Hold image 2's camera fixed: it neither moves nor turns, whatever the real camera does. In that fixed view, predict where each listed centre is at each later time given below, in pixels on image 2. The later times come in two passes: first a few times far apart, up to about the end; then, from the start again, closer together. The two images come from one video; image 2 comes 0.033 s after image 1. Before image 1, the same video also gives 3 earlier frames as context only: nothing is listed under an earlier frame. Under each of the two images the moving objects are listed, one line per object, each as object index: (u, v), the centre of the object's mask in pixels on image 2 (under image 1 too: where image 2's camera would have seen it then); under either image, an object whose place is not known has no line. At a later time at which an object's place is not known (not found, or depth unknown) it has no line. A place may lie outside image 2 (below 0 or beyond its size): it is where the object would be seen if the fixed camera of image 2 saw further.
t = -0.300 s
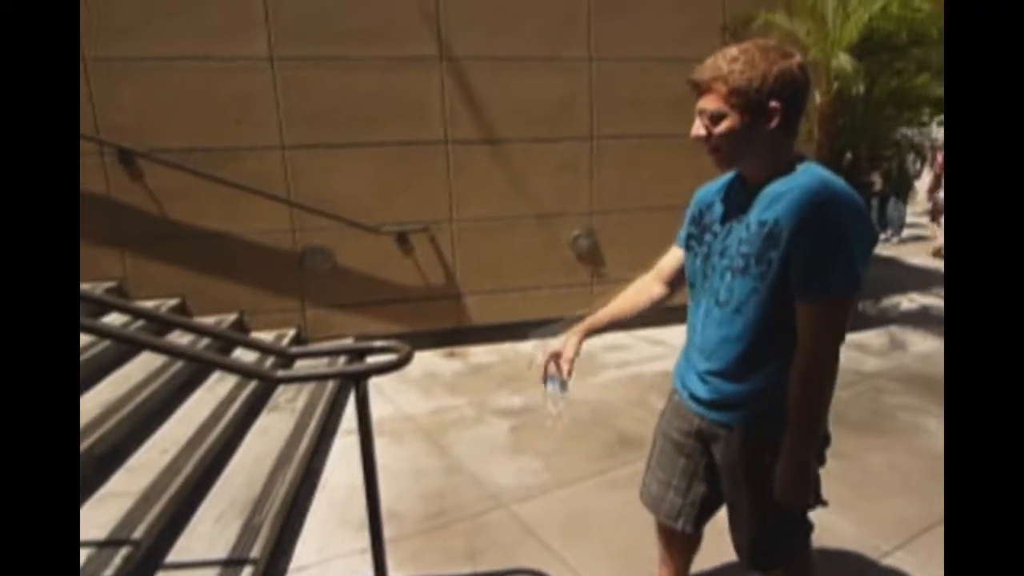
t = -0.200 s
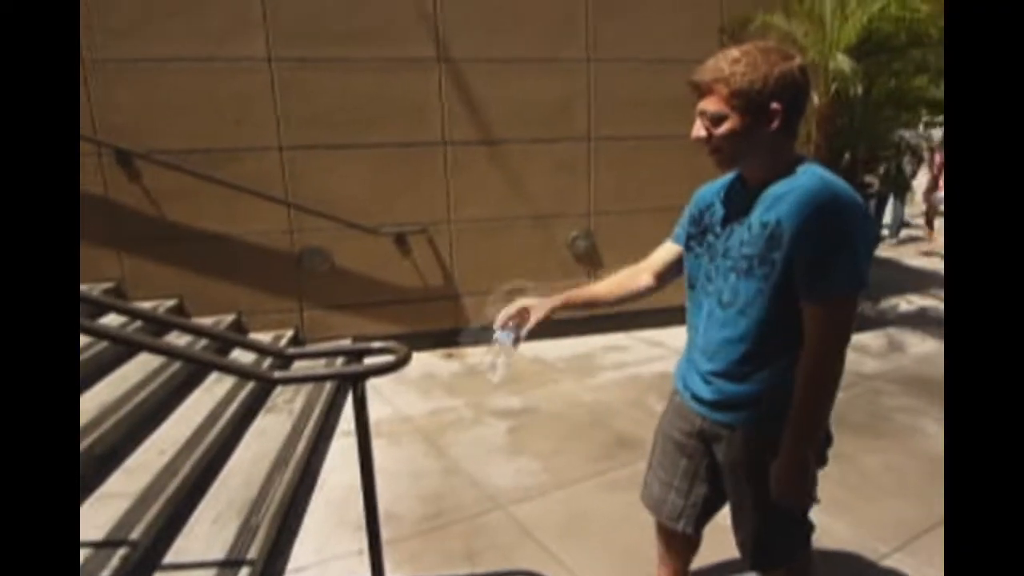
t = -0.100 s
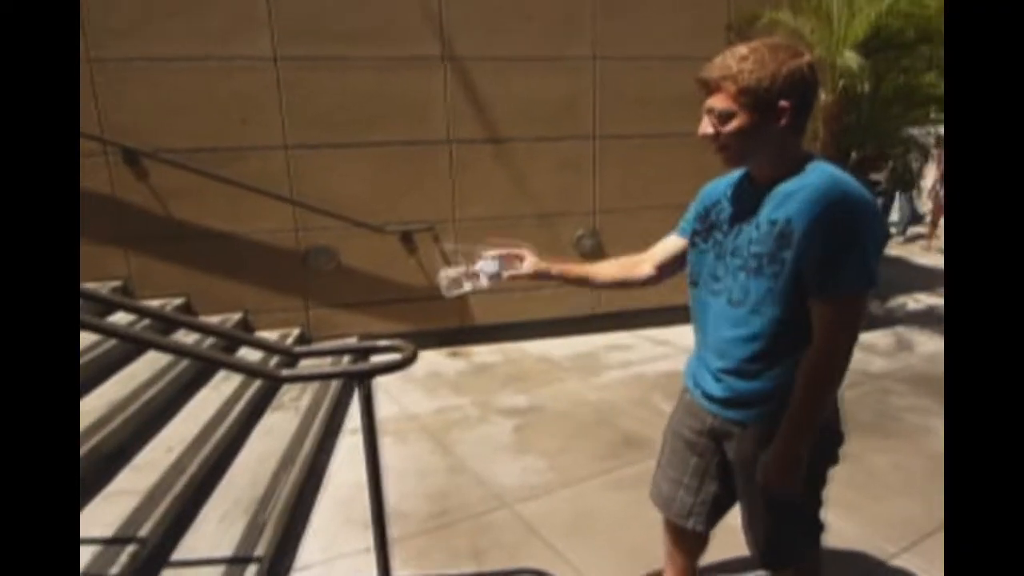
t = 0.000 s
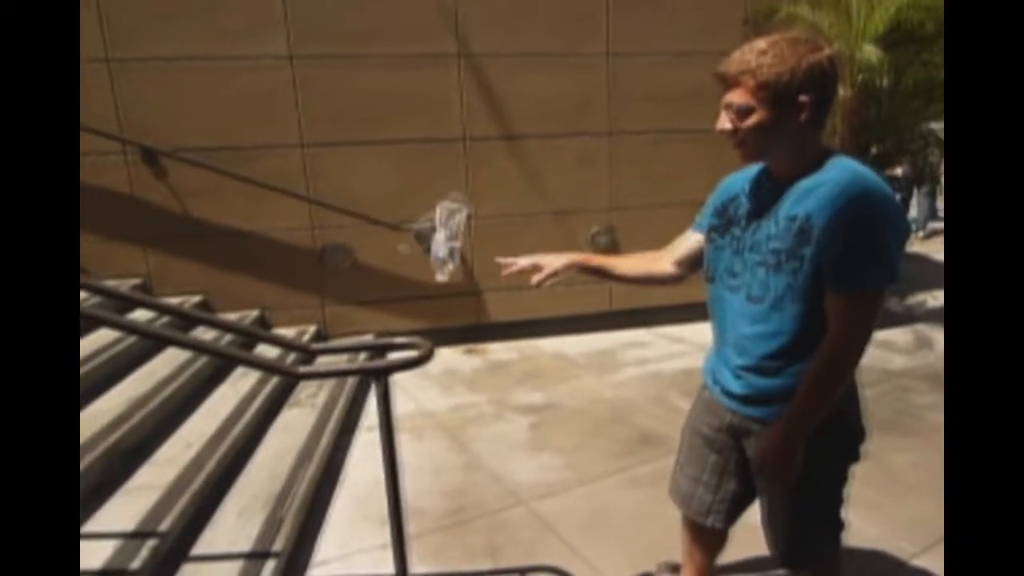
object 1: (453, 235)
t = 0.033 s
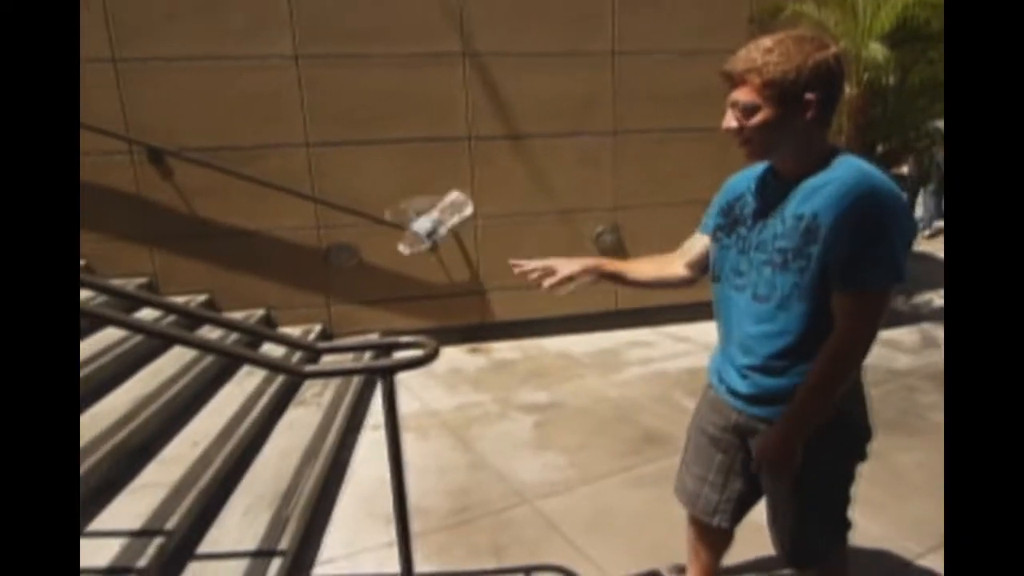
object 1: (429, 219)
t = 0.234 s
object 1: (413, 240)
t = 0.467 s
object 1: (427, 331)
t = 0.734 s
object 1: (426, 331)
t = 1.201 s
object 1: (425, 331)
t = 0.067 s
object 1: (423, 207)
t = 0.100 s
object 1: (424, 203)
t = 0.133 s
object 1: (422, 206)
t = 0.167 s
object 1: (419, 213)
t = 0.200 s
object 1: (416, 224)
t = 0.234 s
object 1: (413, 240)
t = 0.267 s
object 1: (412, 260)
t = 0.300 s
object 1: (410, 283)
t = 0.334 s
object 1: (406, 308)
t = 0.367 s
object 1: (412, 331)
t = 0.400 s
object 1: (428, 332)
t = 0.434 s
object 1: (426, 331)
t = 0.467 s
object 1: (427, 331)
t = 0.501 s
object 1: (425, 331)
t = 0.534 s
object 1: (426, 331)
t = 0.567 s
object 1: (425, 331)
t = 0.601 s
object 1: (425, 331)
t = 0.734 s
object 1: (426, 331)
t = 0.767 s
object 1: (425, 331)
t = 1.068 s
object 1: (426, 329)
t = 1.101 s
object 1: (425, 330)
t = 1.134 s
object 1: (426, 331)
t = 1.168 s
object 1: (425, 333)
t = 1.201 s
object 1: (425, 331)
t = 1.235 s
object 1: (424, 332)
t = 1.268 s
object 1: (423, 331)
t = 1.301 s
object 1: (424, 330)
